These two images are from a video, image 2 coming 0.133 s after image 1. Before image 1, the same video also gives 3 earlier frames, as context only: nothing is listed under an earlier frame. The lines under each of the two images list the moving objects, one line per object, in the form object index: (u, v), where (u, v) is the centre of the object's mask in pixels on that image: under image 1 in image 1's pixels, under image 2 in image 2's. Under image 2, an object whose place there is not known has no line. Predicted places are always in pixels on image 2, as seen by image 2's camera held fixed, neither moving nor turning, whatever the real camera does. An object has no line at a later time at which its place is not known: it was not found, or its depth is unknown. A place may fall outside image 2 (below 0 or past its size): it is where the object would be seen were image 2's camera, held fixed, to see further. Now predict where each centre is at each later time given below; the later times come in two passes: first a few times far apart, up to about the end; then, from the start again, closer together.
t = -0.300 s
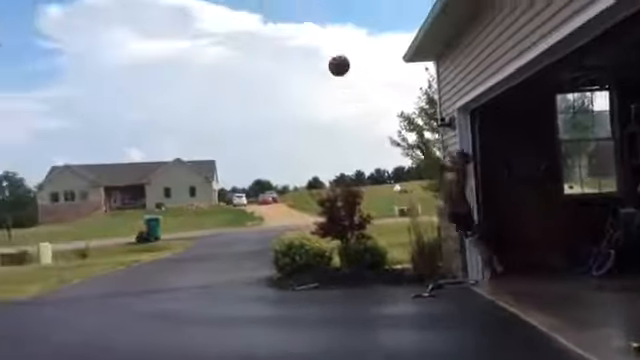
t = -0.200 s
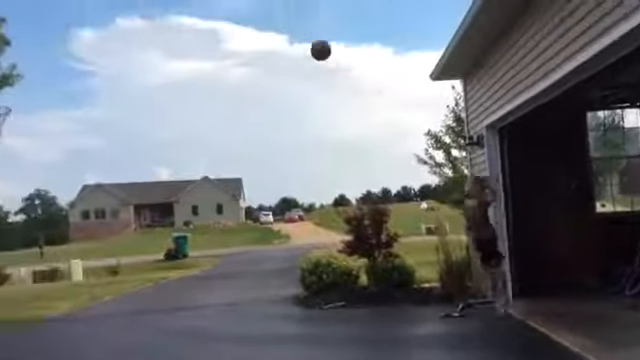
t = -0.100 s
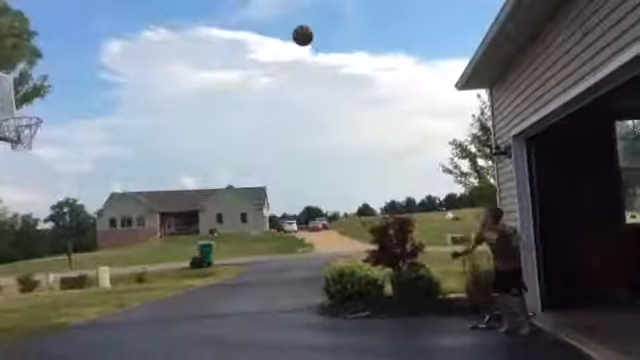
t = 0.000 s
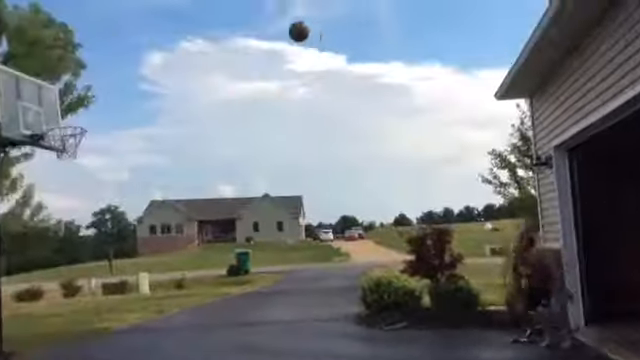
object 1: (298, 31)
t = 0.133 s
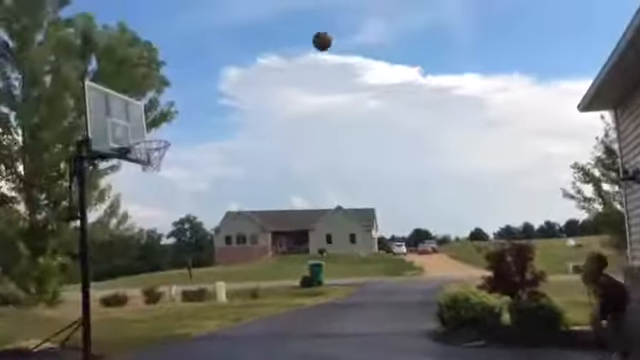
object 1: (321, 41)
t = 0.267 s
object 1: (275, 47)
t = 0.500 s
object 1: (199, 97)
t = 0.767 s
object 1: (145, 127)
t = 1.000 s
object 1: (144, 128)
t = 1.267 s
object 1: (155, 138)
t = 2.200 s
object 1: (121, 310)
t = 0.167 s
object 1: (309, 41)
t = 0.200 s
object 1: (297, 41)
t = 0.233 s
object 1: (286, 44)
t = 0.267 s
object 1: (275, 47)
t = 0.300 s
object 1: (264, 51)
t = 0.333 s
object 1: (253, 57)
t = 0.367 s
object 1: (242, 63)
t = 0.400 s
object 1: (231, 70)
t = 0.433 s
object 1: (221, 77)
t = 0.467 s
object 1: (210, 86)
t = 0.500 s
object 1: (199, 97)
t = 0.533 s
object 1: (189, 107)
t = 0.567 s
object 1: (180, 119)
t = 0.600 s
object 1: (170, 132)
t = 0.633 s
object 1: (164, 131)
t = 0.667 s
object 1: (160, 130)
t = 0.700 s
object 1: (155, 128)
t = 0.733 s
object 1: (150, 127)
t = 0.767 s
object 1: (145, 127)
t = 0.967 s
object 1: (142, 127)
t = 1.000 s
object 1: (144, 128)
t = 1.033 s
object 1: (145, 130)
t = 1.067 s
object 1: (147, 133)
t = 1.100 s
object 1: (150, 138)
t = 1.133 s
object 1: (151, 138)
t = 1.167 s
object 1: (152, 137)
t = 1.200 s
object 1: (153, 136)
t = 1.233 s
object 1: (154, 137)
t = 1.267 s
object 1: (155, 138)
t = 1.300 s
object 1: (156, 140)
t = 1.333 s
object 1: (157, 144)
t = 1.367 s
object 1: (159, 147)
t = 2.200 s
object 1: (121, 310)
